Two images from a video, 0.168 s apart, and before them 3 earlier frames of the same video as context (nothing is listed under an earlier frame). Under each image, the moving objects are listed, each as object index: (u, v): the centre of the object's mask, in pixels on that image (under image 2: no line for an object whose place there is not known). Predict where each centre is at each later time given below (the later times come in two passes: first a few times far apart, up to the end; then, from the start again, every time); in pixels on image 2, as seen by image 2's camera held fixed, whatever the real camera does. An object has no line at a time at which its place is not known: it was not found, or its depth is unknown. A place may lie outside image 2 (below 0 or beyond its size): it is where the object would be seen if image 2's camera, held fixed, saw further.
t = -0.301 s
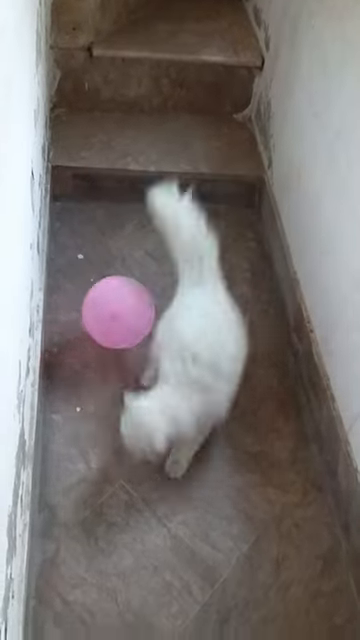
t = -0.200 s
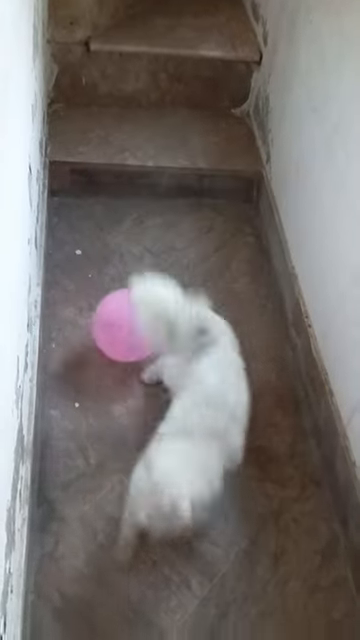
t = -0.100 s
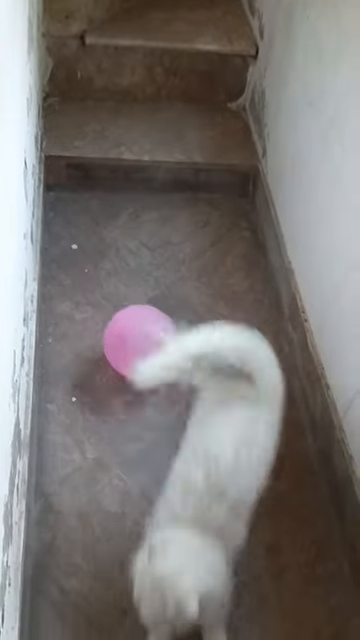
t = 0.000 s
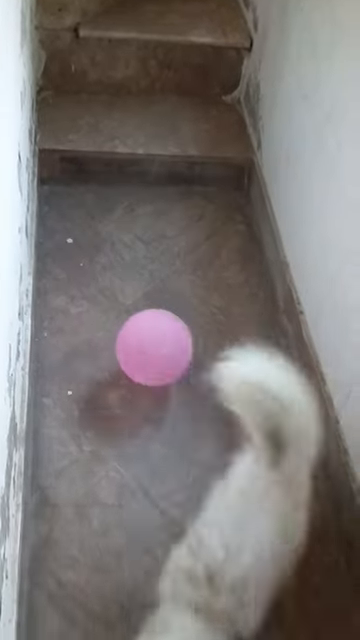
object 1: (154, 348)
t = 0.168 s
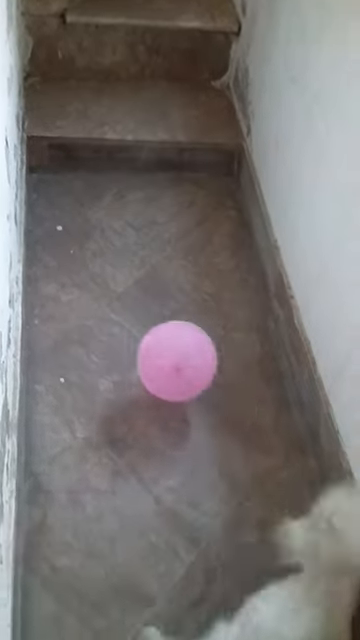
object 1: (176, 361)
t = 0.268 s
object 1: (197, 387)
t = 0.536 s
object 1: (261, 477)
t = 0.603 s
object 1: (282, 493)
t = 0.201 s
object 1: (183, 370)
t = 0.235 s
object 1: (190, 378)
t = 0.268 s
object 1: (197, 387)
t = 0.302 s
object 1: (205, 396)
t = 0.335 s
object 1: (212, 407)
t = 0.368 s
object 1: (219, 418)
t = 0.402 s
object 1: (227, 429)
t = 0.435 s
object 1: (235, 441)
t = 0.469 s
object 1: (243, 453)
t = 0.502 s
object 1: (252, 464)
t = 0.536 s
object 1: (261, 477)
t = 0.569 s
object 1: (271, 485)
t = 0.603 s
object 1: (282, 493)
